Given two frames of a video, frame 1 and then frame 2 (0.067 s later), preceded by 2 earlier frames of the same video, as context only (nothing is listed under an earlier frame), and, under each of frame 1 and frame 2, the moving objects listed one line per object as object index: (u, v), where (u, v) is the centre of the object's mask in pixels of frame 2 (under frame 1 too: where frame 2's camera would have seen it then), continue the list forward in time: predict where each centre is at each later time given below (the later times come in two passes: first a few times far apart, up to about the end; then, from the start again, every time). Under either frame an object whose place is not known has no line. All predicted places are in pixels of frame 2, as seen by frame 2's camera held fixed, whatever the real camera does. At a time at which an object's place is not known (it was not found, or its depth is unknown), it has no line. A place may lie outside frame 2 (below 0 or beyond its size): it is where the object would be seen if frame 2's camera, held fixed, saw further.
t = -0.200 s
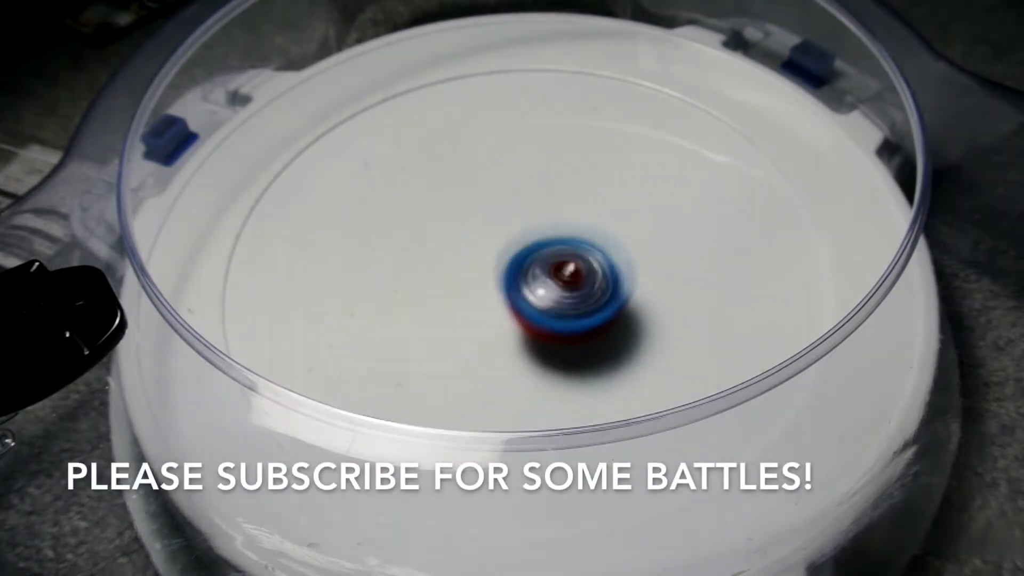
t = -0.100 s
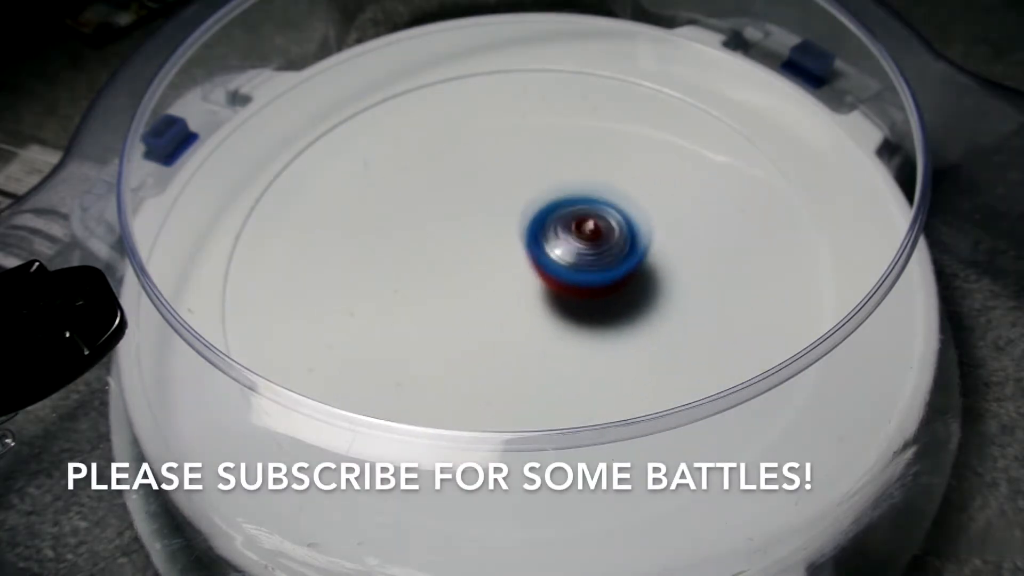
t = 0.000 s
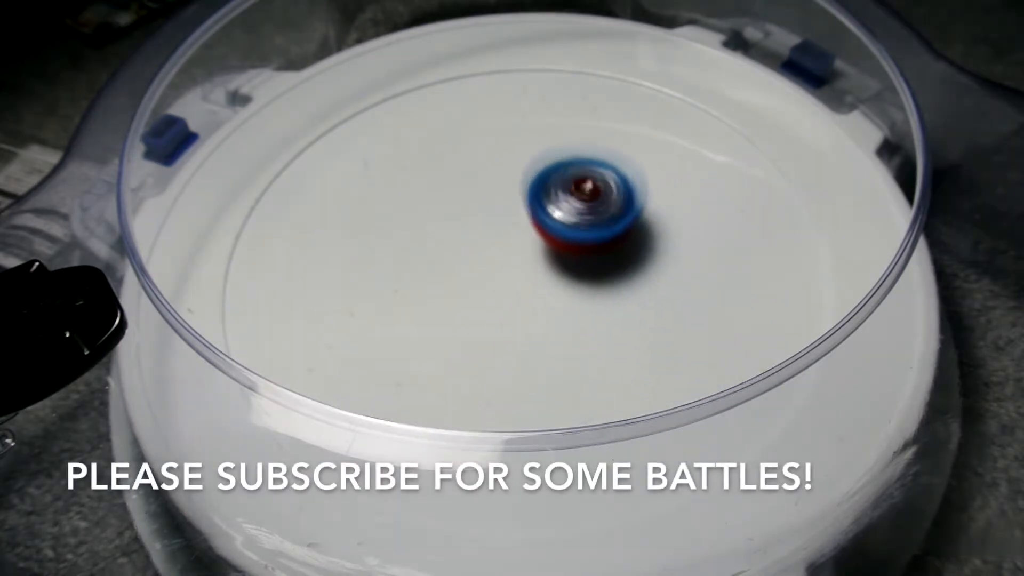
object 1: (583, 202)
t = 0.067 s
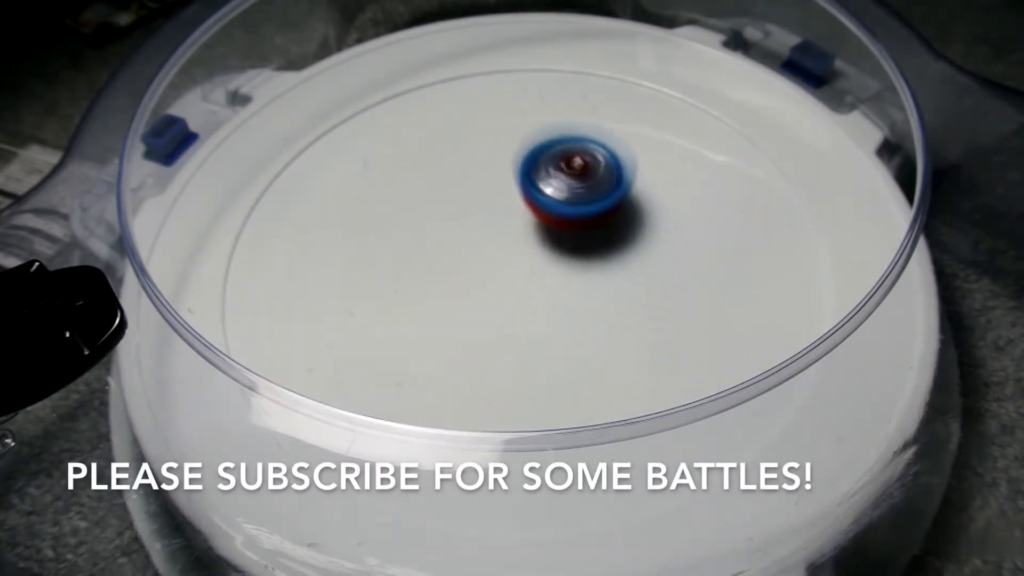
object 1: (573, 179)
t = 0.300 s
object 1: (492, 139)
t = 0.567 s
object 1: (440, 231)
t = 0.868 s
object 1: (570, 304)
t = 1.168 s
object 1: (658, 235)
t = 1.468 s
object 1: (509, 201)
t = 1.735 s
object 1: (407, 260)
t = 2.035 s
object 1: (498, 326)
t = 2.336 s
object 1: (562, 158)
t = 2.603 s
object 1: (378, 148)
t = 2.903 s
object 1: (477, 374)
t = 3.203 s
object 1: (762, 205)
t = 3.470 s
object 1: (552, 76)
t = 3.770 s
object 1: (309, 263)
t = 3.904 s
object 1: (363, 377)
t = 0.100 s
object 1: (566, 169)
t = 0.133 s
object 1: (557, 160)
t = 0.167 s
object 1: (546, 152)
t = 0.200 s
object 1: (534, 145)
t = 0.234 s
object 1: (521, 141)
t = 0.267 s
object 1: (507, 138)
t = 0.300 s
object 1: (492, 139)
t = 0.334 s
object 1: (476, 143)
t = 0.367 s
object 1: (462, 150)
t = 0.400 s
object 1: (450, 160)
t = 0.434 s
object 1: (440, 172)
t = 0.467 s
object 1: (436, 186)
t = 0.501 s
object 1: (433, 201)
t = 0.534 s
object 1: (435, 216)
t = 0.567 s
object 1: (440, 231)
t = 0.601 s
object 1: (447, 246)
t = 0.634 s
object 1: (458, 258)
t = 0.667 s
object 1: (471, 270)
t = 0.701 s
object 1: (485, 280)
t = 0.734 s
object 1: (501, 288)
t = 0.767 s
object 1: (517, 295)
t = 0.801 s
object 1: (534, 299)
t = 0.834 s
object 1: (553, 302)
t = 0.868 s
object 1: (570, 304)
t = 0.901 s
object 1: (587, 302)
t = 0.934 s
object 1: (605, 300)
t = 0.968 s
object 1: (620, 296)
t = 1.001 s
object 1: (634, 289)
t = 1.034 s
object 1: (646, 281)
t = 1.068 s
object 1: (656, 271)
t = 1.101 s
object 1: (660, 259)
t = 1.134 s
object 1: (662, 247)
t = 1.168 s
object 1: (658, 235)
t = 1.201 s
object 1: (648, 223)
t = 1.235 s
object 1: (636, 214)
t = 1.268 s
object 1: (620, 206)
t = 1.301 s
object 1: (601, 200)
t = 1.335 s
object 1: (583, 196)
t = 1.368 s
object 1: (564, 196)
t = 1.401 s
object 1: (545, 196)
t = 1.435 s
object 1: (526, 198)
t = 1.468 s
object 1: (509, 201)
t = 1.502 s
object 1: (492, 206)
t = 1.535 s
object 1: (476, 211)
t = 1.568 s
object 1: (462, 217)
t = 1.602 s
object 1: (447, 225)
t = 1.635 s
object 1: (435, 232)
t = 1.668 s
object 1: (425, 240)
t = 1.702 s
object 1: (415, 250)
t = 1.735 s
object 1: (407, 260)
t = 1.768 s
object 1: (402, 270)
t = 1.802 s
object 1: (399, 281)
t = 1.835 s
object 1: (400, 294)
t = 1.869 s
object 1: (404, 305)
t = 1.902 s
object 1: (413, 315)
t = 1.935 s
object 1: (426, 324)
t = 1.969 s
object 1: (445, 329)
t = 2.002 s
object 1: (471, 330)
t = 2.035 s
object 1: (498, 326)
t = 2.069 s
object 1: (524, 315)
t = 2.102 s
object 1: (548, 298)
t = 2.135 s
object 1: (567, 279)
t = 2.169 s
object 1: (579, 258)
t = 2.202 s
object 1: (585, 235)
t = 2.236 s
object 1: (587, 213)
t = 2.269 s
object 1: (582, 193)
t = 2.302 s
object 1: (574, 174)
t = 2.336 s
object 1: (562, 158)
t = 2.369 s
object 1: (546, 144)
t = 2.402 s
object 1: (527, 133)
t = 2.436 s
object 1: (506, 126)
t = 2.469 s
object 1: (483, 121)
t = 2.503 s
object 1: (457, 122)
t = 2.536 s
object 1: (430, 125)
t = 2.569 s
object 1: (403, 134)
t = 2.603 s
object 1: (378, 148)
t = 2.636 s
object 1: (355, 167)
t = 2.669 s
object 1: (336, 191)
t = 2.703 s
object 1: (325, 219)
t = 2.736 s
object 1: (326, 251)
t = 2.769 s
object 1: (336, 283)
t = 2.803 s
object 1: (357, 315)
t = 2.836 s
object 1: (389, 341)
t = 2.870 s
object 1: (429, 361)
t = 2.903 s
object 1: (477, 374)
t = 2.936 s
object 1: (529, 378)
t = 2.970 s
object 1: (579, 375)
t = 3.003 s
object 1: (626, 364)
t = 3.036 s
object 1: (670, 347)
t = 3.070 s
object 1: (705, 324)
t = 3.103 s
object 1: (733, 296)
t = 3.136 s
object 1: (751, 266)
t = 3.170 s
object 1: (761, 235)
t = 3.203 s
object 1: (762, 205)
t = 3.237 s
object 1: (754, 176)
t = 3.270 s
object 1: (740, 149)
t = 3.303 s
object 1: (718, 126)
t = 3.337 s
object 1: (692, 106)
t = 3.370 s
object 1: (661, 91)
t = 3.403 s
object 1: (627, 81)
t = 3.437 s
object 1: (590, 76)
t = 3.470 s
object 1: (552, 76)
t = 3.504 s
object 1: (513, 81)
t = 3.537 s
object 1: (476, 91)
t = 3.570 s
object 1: (441, 105)
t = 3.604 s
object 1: (408, 125)
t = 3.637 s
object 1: (380, 145)
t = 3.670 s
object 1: (353, 172)
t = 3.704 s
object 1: (332, 200)
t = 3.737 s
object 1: (318, 231)
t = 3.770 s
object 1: (309, 263)
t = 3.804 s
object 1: (308, 296)
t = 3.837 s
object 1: (314, 331)
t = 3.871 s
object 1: (335, 357)
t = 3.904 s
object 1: (363, 377)
